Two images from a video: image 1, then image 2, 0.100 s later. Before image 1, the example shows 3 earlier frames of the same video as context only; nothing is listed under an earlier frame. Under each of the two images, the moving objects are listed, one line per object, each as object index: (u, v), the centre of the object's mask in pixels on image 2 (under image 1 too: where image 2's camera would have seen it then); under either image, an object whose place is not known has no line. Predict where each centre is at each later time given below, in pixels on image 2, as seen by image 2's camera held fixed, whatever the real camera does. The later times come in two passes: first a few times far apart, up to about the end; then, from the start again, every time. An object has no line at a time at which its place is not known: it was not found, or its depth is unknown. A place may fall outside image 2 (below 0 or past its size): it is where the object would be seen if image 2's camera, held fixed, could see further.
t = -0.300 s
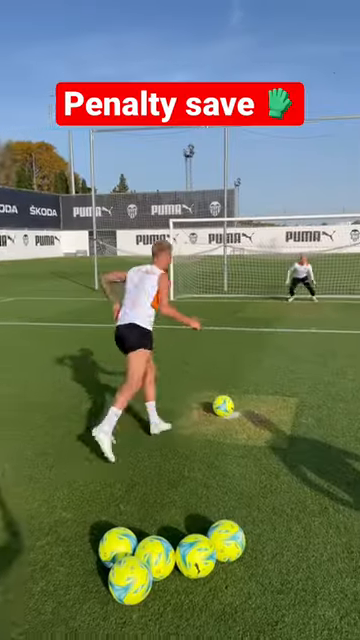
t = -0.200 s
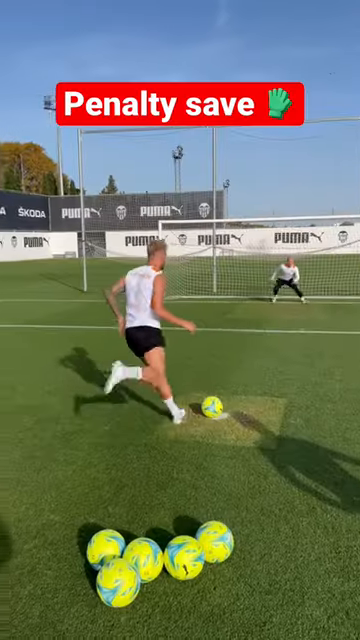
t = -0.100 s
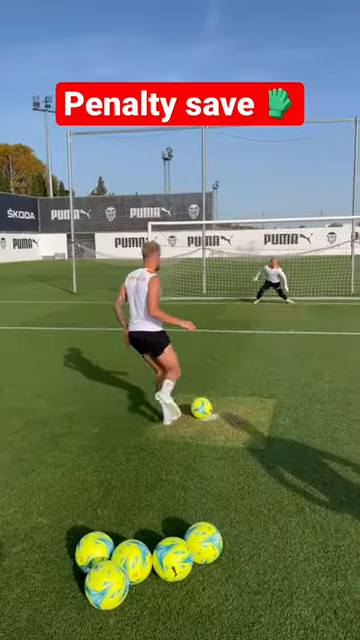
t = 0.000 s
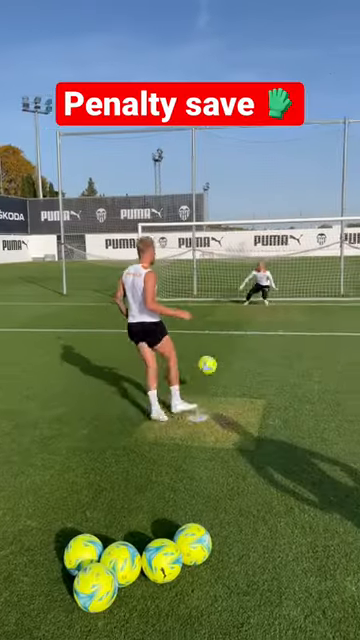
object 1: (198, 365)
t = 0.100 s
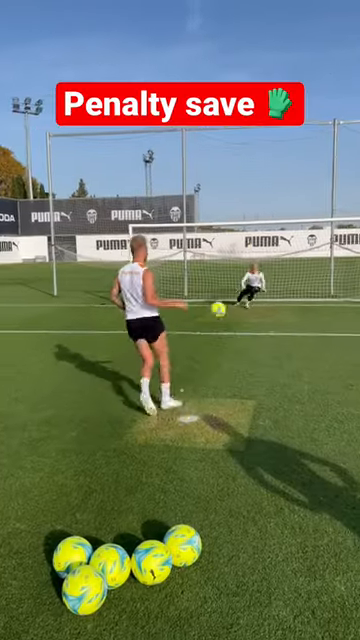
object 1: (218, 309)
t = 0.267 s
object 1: (237, 257)
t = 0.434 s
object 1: (251, 232)
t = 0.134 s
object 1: (223, 295)
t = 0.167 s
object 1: (227, 282)
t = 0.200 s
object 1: (232, 272)
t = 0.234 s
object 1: (235, 264)
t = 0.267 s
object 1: (237, 257)
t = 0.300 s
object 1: (241, 249)
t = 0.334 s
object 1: (243, 244)
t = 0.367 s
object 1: (246, 240)
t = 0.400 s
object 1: (248, 235)
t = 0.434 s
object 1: (251, 232)
